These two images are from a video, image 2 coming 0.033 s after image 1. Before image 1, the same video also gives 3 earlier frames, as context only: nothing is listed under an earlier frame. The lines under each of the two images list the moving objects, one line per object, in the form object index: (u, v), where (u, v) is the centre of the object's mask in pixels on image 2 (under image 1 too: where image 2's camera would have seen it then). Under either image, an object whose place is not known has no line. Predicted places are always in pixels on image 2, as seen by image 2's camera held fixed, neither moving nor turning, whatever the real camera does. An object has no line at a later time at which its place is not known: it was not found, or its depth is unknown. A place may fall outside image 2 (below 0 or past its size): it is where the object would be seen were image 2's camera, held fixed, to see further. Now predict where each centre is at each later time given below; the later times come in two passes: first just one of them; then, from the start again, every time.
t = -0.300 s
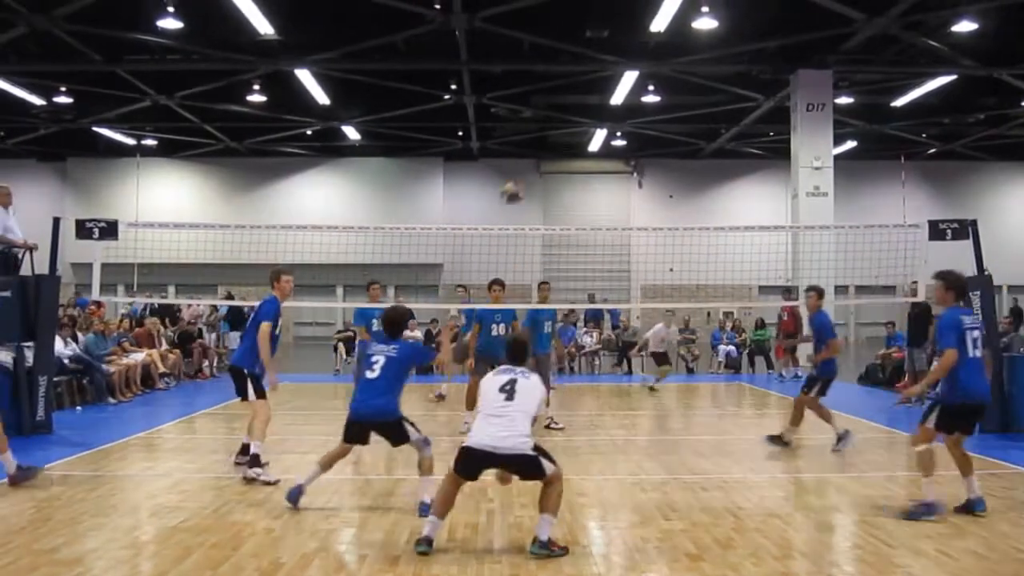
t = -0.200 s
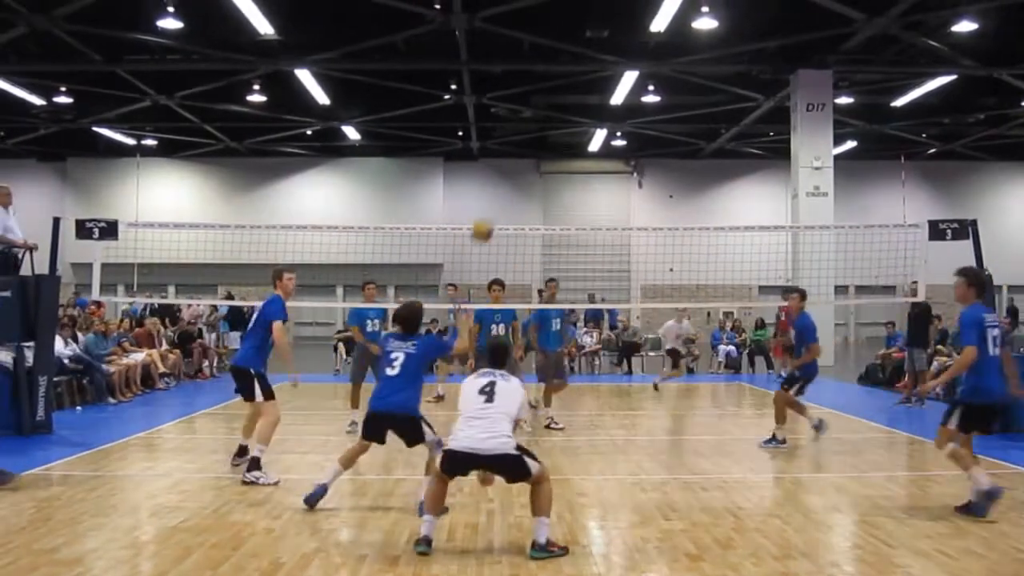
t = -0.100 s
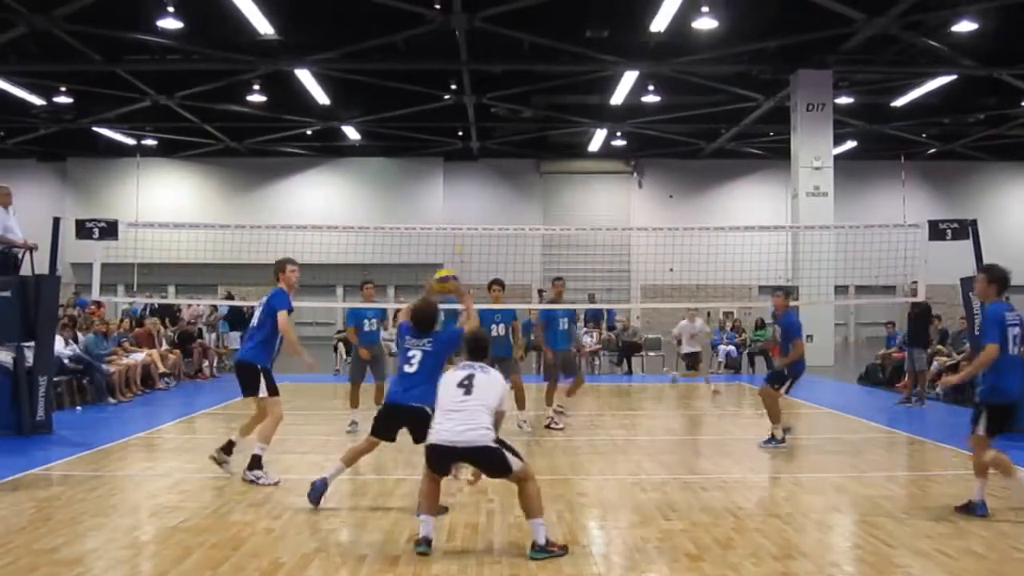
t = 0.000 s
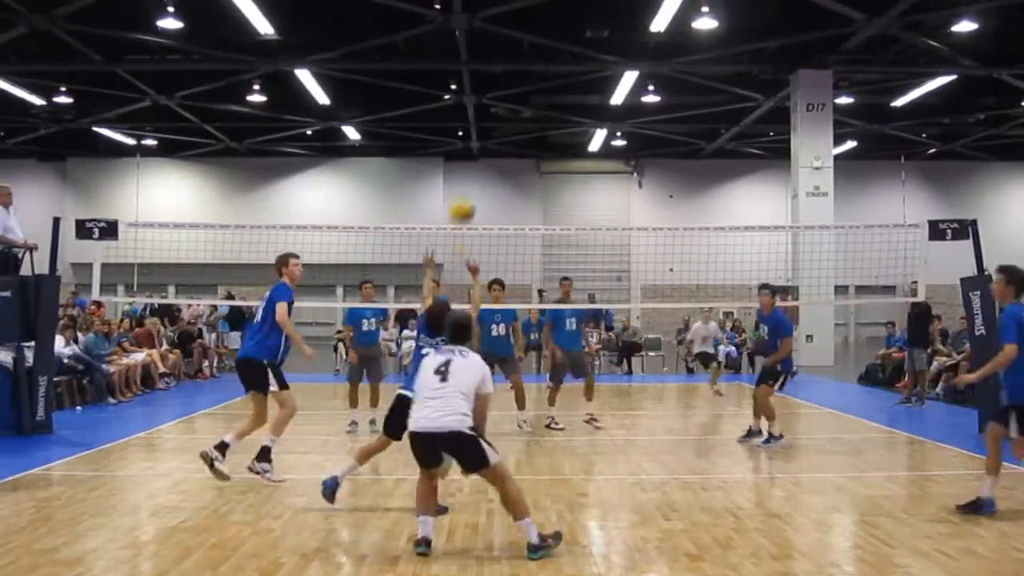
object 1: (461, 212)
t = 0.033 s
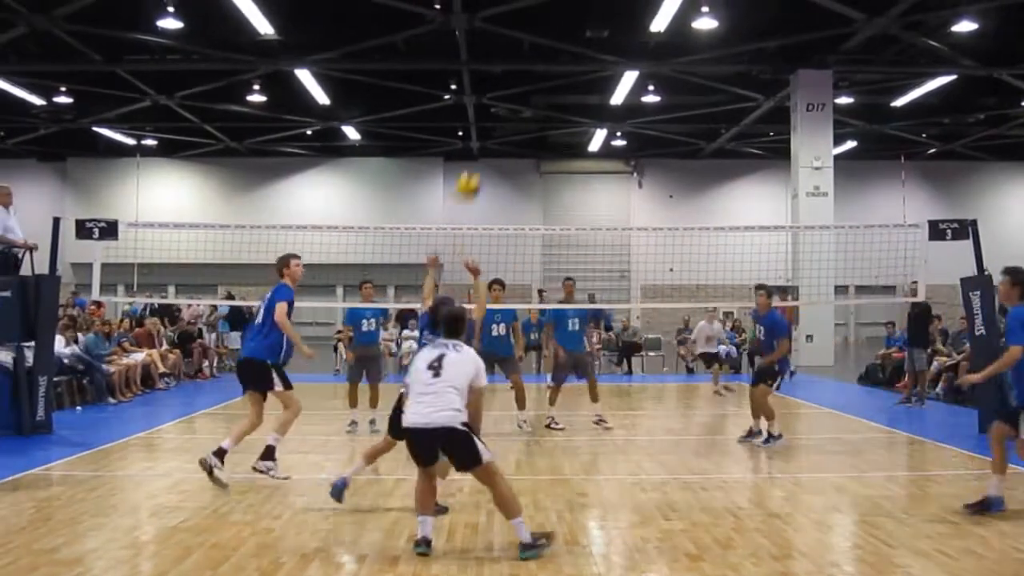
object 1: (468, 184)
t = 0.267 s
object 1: (508, 65)
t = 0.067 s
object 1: (474, 161)
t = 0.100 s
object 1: (480, 144)
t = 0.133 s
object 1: (486, 124)
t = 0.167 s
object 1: (492, 107)
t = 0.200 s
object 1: (498, 91)
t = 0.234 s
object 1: (503, 77)
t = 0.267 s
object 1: (508, 65)
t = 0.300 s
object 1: (513, 55)
